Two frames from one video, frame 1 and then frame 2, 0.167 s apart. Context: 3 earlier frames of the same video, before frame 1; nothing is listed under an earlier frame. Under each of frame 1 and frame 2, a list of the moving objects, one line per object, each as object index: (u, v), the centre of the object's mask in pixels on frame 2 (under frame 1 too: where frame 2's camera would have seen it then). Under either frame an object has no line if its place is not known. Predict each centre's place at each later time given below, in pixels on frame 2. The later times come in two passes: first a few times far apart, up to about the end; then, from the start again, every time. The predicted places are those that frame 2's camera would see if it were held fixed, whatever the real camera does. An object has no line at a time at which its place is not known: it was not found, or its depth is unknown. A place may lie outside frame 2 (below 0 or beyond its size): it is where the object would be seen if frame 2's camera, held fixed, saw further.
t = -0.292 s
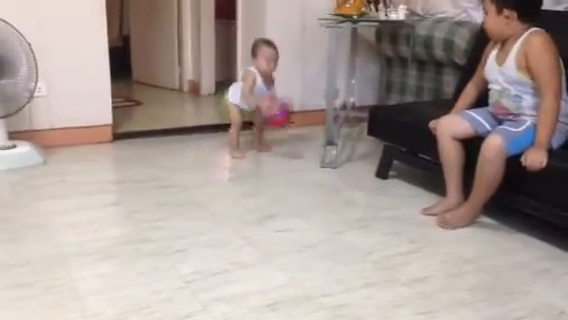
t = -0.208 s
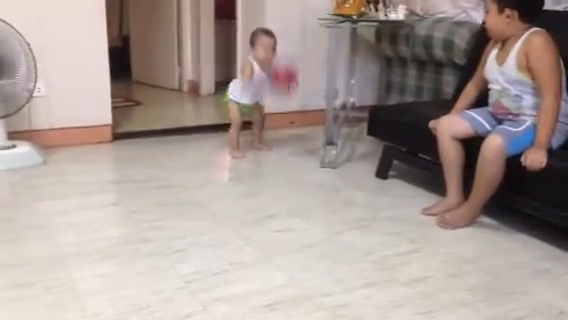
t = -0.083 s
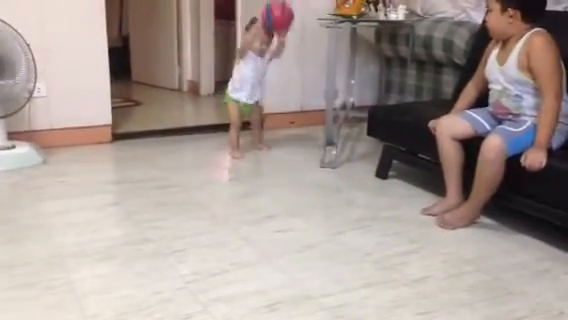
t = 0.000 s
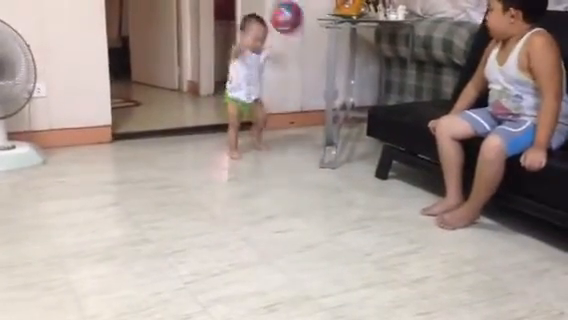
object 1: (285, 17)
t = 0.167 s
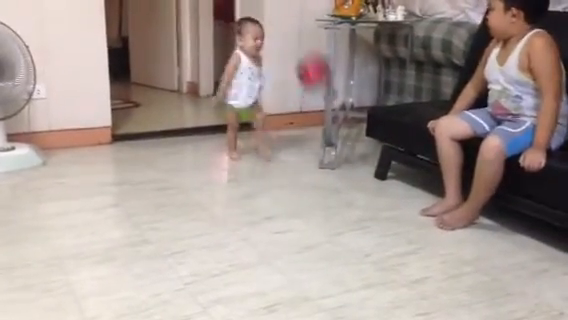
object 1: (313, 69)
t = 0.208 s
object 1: (319, 90)
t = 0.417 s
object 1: (337, 110)
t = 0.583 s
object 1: (346, 60)
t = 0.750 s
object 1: (351, 62)
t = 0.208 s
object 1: (319, 90)
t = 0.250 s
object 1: (328, 120)
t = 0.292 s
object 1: (332, 149)
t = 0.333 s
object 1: (336, 149)
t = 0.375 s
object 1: (338, 128)
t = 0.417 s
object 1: (337, 110)
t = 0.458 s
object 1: (340, 92)
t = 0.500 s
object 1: (343, 77)
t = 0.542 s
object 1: (346, 65)
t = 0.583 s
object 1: (346, 60)
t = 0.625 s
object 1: (348, 55)
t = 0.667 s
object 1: (349, 54)
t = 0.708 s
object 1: (351, 55)
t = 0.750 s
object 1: (351, 62)
